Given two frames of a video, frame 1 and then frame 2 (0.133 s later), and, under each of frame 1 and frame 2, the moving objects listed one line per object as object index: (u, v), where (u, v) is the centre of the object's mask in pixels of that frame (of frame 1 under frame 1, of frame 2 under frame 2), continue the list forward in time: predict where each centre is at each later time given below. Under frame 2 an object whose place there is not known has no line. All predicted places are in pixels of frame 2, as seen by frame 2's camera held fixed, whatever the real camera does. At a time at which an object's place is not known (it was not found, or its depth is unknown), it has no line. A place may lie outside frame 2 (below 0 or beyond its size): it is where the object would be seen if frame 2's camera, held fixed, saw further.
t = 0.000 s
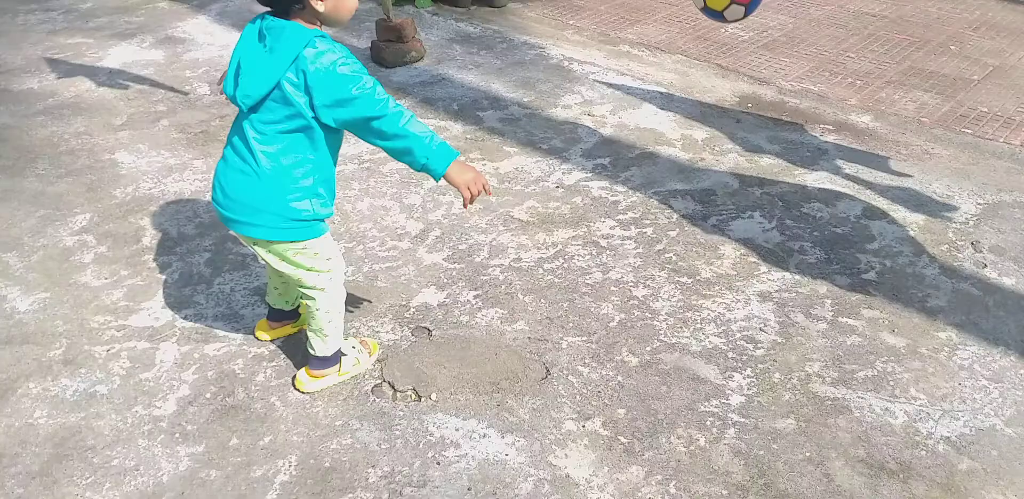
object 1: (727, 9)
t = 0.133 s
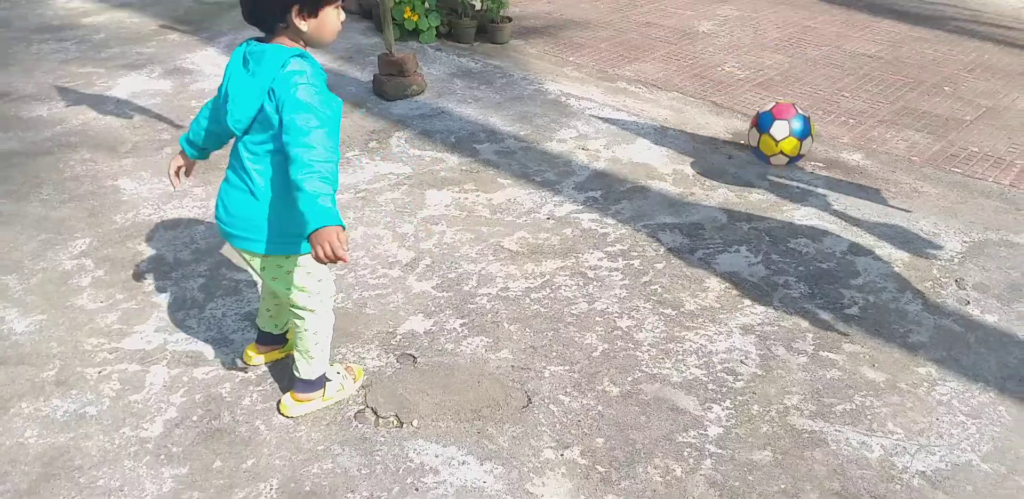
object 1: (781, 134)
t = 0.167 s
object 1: (794, 156)
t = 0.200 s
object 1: (809, 133)
